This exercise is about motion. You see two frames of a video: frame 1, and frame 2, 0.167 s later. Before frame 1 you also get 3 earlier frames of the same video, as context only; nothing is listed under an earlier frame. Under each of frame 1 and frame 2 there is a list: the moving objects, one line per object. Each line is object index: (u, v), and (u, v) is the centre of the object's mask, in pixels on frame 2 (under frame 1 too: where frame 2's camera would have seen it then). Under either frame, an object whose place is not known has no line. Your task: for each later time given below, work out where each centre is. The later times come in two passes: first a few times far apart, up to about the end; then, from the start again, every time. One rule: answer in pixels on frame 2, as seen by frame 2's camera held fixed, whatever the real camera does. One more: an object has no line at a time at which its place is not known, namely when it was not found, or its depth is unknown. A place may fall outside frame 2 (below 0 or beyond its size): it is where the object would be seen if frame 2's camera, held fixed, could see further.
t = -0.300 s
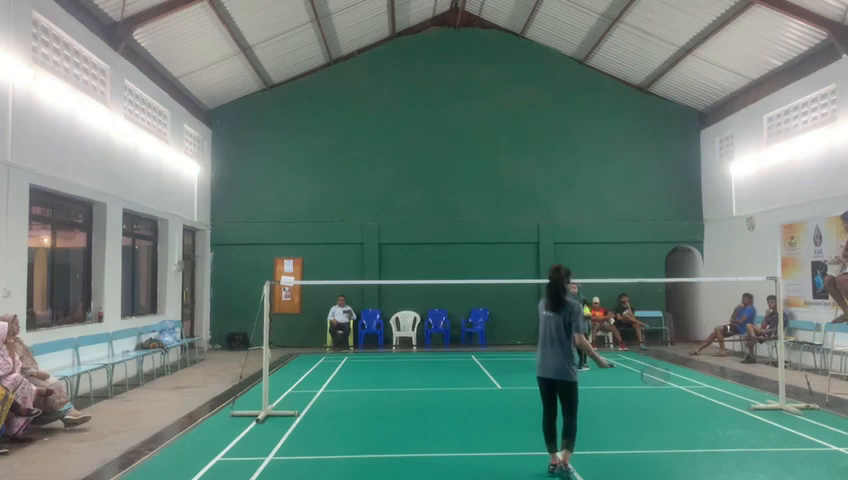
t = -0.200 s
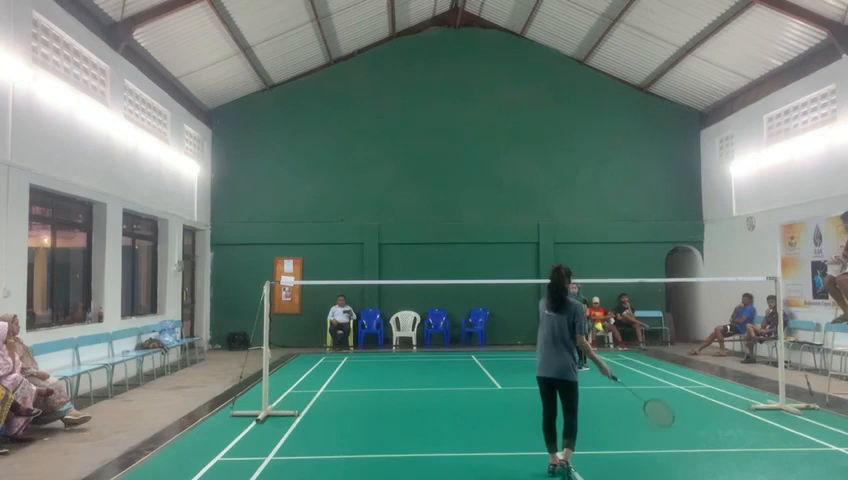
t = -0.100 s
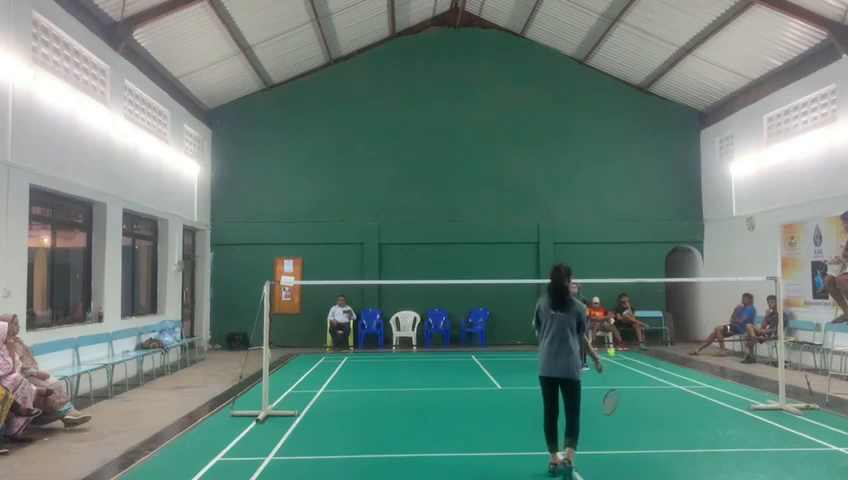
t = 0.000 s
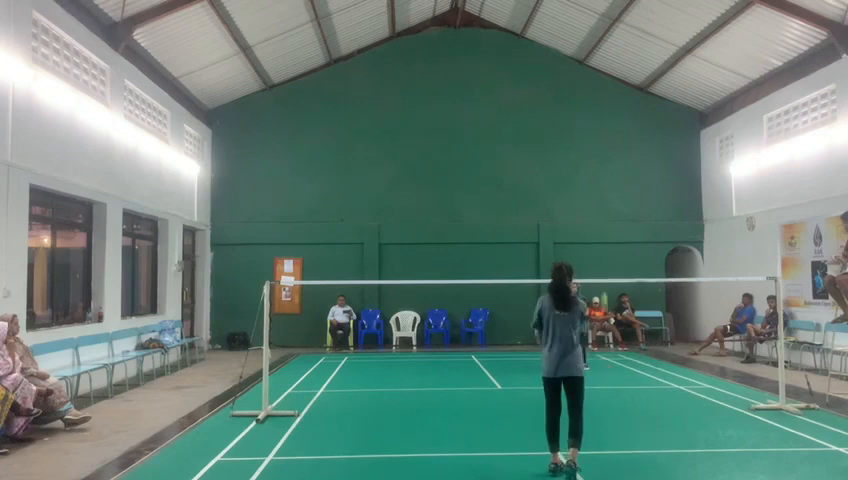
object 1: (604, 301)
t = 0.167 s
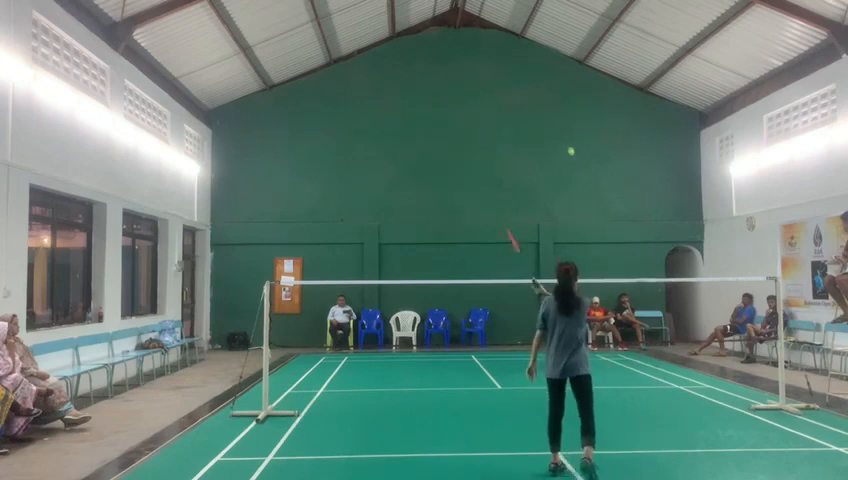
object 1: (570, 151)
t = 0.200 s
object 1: (567, 136)
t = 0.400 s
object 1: (552, 95)
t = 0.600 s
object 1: (545, 91)
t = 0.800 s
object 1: (540, 109)
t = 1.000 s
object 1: (538, 142)
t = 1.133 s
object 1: (538, 170)
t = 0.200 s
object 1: (567, 136)
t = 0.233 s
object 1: (564, 125)
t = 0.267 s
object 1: (561, 116)
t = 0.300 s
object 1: (558, 109)
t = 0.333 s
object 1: (556, 103)
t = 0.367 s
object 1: (554, 99)
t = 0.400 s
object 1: (552, 95)
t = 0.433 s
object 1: (551, 93)
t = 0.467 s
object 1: (550, 91)
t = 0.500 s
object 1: (549, 90)
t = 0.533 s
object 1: (547, 90)
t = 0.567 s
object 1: (546, 90)
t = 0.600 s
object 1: (545, 91)
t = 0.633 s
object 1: (544, 93)
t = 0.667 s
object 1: (543, 95)
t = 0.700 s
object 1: (542, 98)
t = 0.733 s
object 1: (542, 101)
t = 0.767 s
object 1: (541, 104)
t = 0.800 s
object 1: (540, 109)
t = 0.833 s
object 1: (540, 113)
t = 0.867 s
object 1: (539, 118)
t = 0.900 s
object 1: (539, 123)
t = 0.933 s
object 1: (539, 129)
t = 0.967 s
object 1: (539, 135)
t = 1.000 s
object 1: (538, 142)
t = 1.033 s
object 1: (539, 148)
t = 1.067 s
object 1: (538, 155)
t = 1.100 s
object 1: (538, 163)
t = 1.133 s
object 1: (538, 170)
